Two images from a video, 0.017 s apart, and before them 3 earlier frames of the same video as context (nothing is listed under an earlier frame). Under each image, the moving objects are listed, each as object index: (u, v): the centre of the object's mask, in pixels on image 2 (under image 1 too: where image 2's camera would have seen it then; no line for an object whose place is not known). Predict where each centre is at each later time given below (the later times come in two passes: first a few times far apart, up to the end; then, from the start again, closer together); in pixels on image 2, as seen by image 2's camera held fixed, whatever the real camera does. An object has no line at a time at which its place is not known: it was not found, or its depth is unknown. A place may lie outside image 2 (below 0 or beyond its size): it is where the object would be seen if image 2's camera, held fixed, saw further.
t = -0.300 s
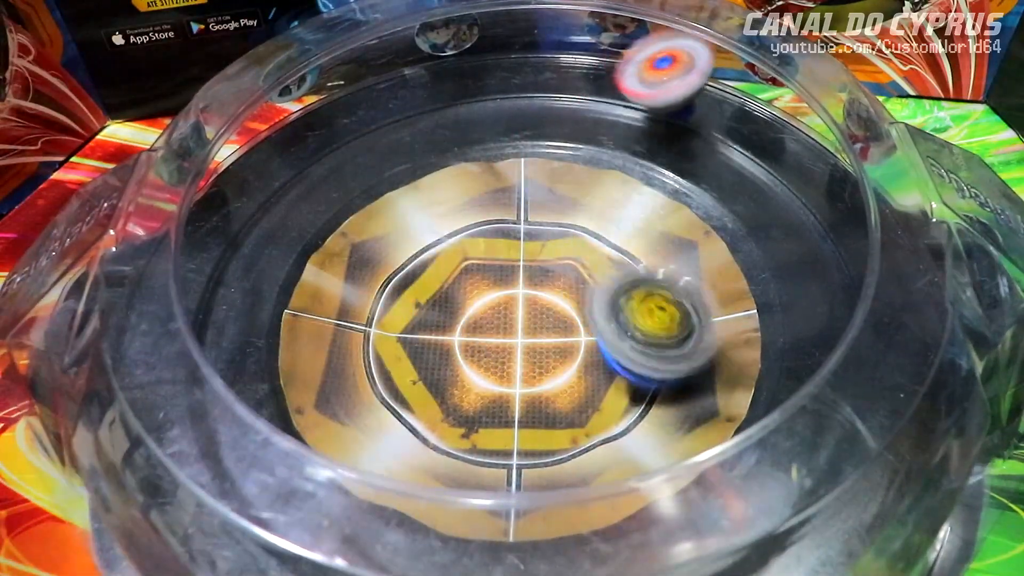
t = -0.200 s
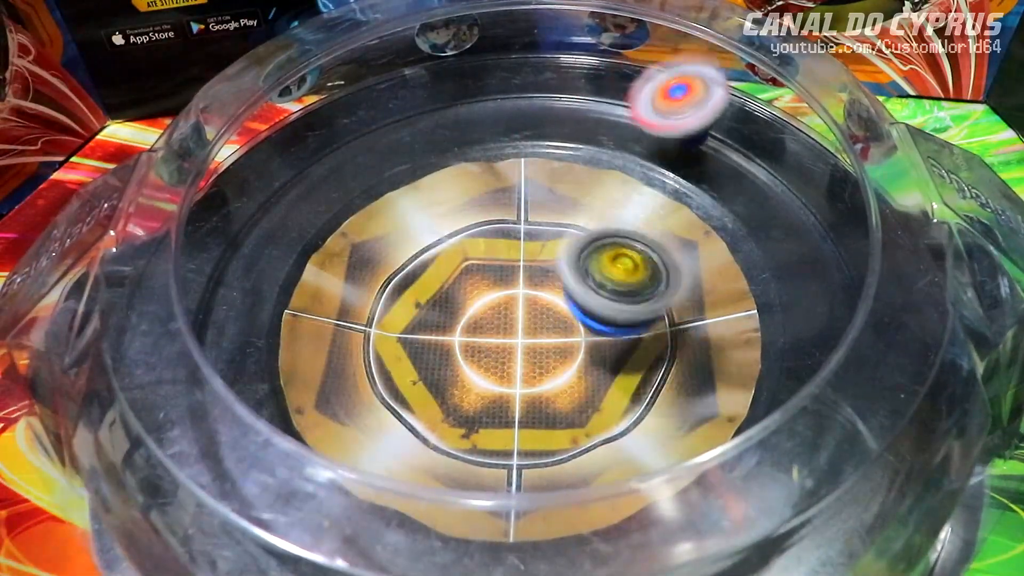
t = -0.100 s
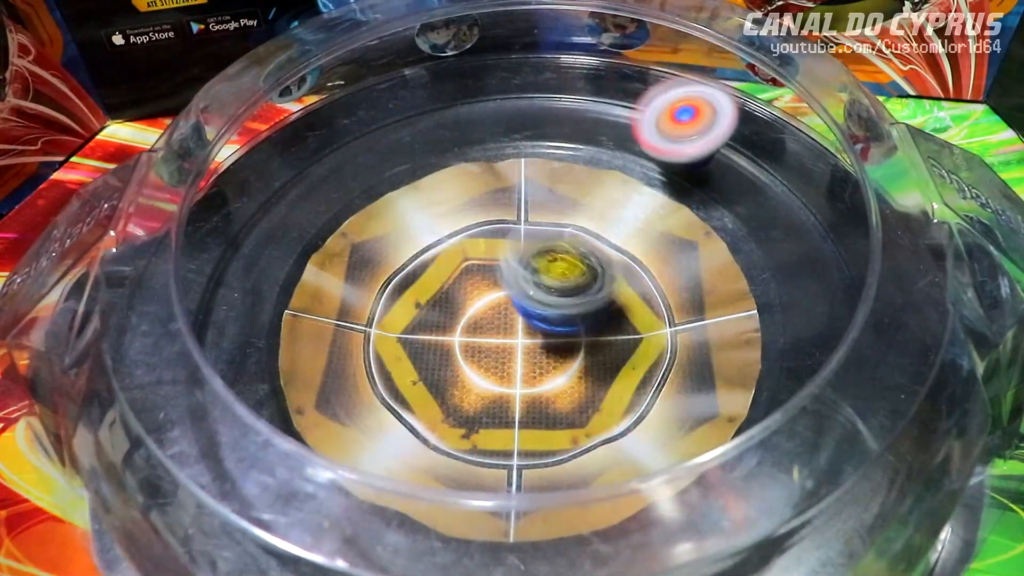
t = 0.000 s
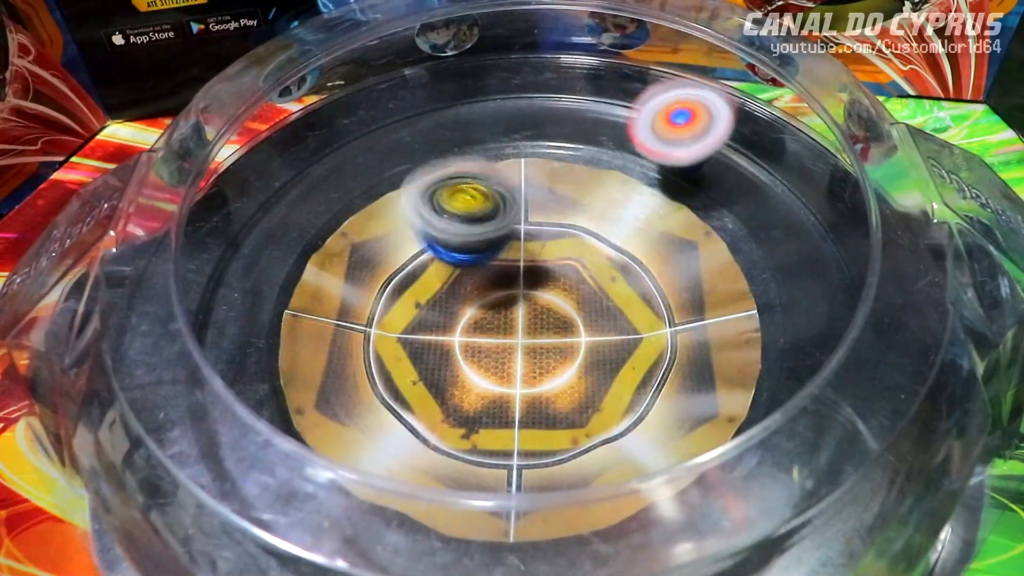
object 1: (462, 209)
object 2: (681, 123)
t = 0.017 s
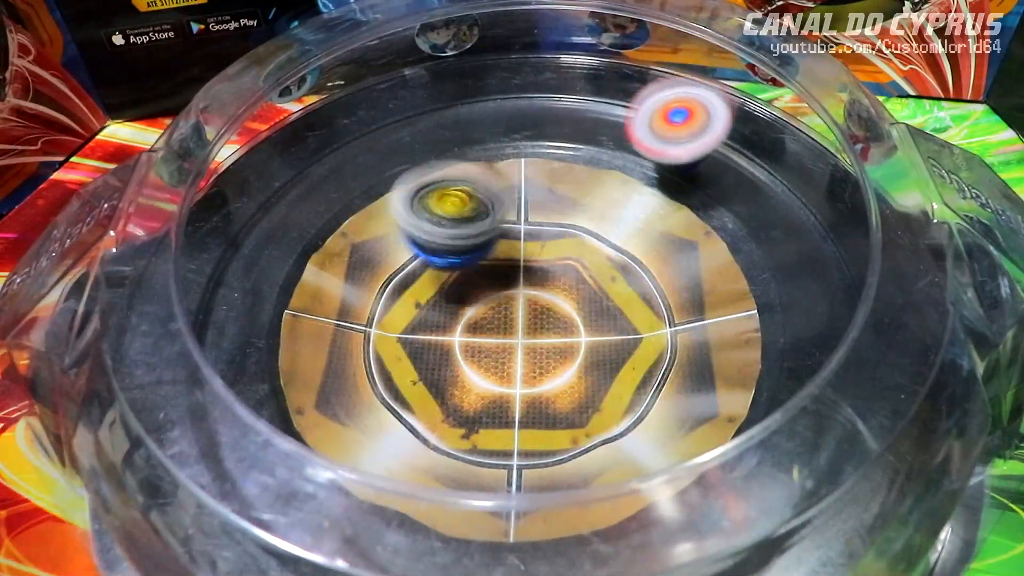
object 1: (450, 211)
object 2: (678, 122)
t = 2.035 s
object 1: (558, 276)
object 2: (271, 488)
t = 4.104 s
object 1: (435, 291)
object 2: (701, 138)
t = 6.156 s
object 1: (494, 380)
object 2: (574, 123)
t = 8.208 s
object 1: (503, 278)
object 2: (288, 487)
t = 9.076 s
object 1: (550, 262)
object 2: (362, 307)
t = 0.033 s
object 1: (435, 225)
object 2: (675, 120)
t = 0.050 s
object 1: (423, 235)
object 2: (671, 117)
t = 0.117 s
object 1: (404, 196)
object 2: (649, 100)
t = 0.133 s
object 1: (401, 196)
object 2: (642, 97)
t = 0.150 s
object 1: (398, 200)
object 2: (634, 93)
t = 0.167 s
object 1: (396, 208)
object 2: (627, 87)
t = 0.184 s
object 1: (395, 221)
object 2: (620, 81)
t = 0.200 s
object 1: (395, 240)
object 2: (611, 75)
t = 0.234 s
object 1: (403, 233)
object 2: (592, 62)
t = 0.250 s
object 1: (407, 230)
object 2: (581, 58)
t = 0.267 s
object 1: (415, 231)
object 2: (571, 58)
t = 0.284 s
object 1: (423, 238)
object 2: (561, 61)
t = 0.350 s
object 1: (467, 303)
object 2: (525, 66)
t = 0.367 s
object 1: (479, 311)
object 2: (517, 66)
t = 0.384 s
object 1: (491, 308)
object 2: (508, 65)
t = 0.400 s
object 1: (502, 310)
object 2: (499, 64)
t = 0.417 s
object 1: (513, 316)
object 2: (489, 63)
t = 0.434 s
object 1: (532, 328)
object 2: (480, 63)
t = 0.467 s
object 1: (551, 316)
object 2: (464, 68)
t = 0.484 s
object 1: (559, 314)
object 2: (457, 71)
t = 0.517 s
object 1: (582, 324)
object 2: (442, 74)
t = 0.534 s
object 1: (591, 330)
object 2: (433, 75)
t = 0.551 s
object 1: (595, 319)
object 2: (424, 76)
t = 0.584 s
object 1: (603, 310)
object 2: (407, 78)
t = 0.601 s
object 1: (606, 312)
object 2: (401, 82)
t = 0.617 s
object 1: (609, 317)
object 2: (396, 85)
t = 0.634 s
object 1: (612, 323)
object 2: (391, 88)
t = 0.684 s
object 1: (599, 294)
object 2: (371, 94)
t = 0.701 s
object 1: (594, 289)
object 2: (364, 95)
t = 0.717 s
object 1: (589, 289)
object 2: (358, 98)
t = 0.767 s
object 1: (570, 297)
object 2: (348, 107)
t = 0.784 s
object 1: (558, 286)
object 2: (344, 109)
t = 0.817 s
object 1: (532, 268)
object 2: (333, 114)
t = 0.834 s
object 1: (521, 266)
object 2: (325, 116)
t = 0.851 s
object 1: (510, 267)
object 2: (320, 119)
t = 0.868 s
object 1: (499, 272)
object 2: (316, 122)
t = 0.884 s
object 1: (489, 276)
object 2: (314, 125)
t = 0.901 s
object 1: (482, 273)
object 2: (313, 128)
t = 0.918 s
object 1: (475, 272)
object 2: (308, 130)
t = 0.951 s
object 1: (465, 260)
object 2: (299, 136)
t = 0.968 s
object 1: (462, 259)
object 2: (292, 139)
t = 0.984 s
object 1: (457, 261)
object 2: (286, 144)
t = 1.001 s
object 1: (454, 265)
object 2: (281, 147)
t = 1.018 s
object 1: (452, 257)
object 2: (280, 152)
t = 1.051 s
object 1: (457, 243)
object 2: (276, 160)
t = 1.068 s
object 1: (459, 242)
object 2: (272, 164)
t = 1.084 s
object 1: (462, 246)
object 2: (267, 167)
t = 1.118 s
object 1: (468, 266)
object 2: (253, 176)
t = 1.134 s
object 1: (471, 280)
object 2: (246, 182)
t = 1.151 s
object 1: (476, 287)
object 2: (243, 187)
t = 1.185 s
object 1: (494, 274)
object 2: (240, 196)
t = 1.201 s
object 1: (503, 273)
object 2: (238, 200)
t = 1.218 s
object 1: (511, 277)
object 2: (235, 205)
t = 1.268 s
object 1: (548, 314)
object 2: (219, 223)
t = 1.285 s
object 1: (560, 331)
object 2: (214, 228)
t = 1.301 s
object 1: (567, 333)
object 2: (214, 233)
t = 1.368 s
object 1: (592, 348)
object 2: (208, 252)
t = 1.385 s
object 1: (592, 338)
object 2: (202, 259)
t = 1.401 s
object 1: (592, 330)
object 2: (196, 266)
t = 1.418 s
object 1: (591, 327)
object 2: (192, 272)
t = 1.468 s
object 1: (592, 341)
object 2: (193, 287)
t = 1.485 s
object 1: (590, 346)
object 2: (194, 292)
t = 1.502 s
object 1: (583, 337)
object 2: (194, 297)
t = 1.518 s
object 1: (573, 326)
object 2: (193, 304)
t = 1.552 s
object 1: (558, 320)
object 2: (187, 319)
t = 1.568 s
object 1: (552, 321)
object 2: (184, 327)
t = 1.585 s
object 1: (546, 322)
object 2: (183, 334)
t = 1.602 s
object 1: (538, 314)
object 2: (185, 339)
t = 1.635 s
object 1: (521, 308)
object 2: (192, 347)
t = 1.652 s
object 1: (515, 303)
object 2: (193, 352)
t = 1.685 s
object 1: (505, 295)
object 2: (195, 367)
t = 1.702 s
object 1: (499, 287)
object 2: (194, 376)
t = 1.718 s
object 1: (496, 286)
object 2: (194, 384)
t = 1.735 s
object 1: (491, 279)
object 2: (194, 390)
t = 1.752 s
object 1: (490, 274)
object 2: (196, 395)
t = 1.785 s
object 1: (487, 270)
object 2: (206, 401)
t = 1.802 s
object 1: (488, 264)
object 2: (209, 405)
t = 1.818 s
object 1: (490, 260)
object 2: (213, 409)
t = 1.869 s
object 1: (497, 260)
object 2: (225, 429)
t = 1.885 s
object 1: (501, 260)
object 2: (229, 438)
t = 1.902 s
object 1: (506, 258)
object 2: (231, 448)
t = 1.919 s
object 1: (511, 256)
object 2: (233, 458)
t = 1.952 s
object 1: (524, 264)
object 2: (240, 474)
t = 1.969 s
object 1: (531, 267)
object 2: (245, 479)
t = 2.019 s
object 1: (553, 272)
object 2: (264, 484)
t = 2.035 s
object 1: (558, 276)
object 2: (271, 488)
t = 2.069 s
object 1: (567, 284)
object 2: (287, 497)
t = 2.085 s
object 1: (570, 286)
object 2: (295, 503)
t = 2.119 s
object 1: (576, 301)
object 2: (310, 514)
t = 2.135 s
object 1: (576, 306)
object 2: (321, 518)
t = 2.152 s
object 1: (574, 304)
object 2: (330, 522)
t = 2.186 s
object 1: (567, 310)
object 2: (350, 531)
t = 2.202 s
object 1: (565, 318)
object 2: (359, 535)
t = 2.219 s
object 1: (564, 327)
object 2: (370, 537)
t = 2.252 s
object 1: (557, 331)
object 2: (389, 541)
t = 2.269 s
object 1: (554, 335)
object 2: (397, 542)
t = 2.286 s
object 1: (547, 337)
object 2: (403, 542)
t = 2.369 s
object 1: (522, 338)
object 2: (444, 543)
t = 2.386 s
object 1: (516, 328)
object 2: (455, 543)
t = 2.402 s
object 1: (509, 320)
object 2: (467, 543)
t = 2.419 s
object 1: (505, 320)
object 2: (479, 543)
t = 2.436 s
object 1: (501, 318)
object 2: (491, 543)
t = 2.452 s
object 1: (499, 312)
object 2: (504, 543)
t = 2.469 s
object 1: (498, 308)
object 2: (516, 536)
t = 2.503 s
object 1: (496, 300)
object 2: (541, 535)
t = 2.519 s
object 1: (496, 296)
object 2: (554, 534)
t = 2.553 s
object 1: (499, 285)
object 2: (581, 531)
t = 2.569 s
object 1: (501, 279)
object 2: (592, 530)
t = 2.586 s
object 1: (503, 276)
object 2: (602, 529)
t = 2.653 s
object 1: (516, 268)
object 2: (656, 524)
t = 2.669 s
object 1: (520, 266)
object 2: (671, 522)
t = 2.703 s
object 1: (529, 267)
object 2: (699, 522)
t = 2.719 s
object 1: (534, 264)
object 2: (712, 520)
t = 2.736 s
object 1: (539, 263)
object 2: (724, 519)
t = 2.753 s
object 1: (543, 265)
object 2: (735, 517)
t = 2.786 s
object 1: (552, 277)
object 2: (748, 512)
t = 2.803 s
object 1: (556, 278)
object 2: (754, 510)
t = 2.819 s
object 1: (558, 282)
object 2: (755, 507)
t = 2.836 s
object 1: (562, 287)
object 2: (756, 502)
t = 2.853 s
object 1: (565, 297)
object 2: (757, 495)
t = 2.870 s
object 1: (569, 306)
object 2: (760, 487)
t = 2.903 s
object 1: (569, 313)
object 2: (765, 475)
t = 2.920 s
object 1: (569, 321)
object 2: (771, 469)
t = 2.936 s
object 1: (566, 323)
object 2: (774, 462)
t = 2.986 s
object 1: (558, 338)
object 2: (787, 443)
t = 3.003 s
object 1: (551, 341)
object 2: (791, 436)
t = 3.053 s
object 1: (530, 347)
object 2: (805, 412)
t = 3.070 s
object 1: (522, 344)
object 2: (808, 405)
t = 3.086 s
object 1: (517, 340)
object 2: (812, 397)
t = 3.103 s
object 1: (507, 340)
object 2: (815, 390)
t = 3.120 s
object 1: (500, 342)
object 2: (818, 382)
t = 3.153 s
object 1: (485, 328)
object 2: (821, 368)
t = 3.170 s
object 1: (480, 327)
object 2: (824, 361)
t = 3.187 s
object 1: (477, 317)
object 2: (827, 354)
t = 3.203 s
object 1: (472, 311)
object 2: (829, 347)
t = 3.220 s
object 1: (468, 304)
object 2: (830, 340)
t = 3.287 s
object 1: (470, 272)
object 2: (839, 314)
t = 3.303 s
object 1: (472, 265)
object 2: (840, 307)
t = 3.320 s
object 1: (474, 261)
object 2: (841, 301)
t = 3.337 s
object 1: (478, 261)
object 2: (843, 296)
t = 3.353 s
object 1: (480, 259)
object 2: (844, 291)
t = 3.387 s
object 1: (489, 244)
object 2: (846, 280)
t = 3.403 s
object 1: (495, 243)
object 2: (847, 275)
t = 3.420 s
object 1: (500, 245)
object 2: (848, 270)
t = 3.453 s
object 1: (508, 245)
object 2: (847, 260)
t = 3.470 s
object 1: (513, 245)
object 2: (848, 254)
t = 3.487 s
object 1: (517, 247)
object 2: (848, 249)
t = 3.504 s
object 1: (521, 253)
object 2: (847, 244)
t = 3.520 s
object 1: (527, 255)
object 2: (845, 239)
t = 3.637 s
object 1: (577, 290)
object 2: (833, 208)
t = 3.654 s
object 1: (582, 294)
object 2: (830, 205)
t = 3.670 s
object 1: (586, 301)
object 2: (828, 204)
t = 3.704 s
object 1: (590, 310)
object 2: (821, 199)
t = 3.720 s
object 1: (590, 319)
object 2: (815, 196)
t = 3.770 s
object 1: (582, 328)
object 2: (805, 187)
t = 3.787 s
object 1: (579, 338)
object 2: (802, 183)
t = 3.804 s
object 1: (573, 341)
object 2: (795, 179)
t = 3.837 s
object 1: (558, 349)
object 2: (786, 174)
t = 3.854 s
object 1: (546, 348)
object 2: (781, 170)
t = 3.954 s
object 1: (475, 342)
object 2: (749, 154)
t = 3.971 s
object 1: (471, 337)
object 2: (743, 152)
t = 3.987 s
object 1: (465, 327)
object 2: (737, 149)
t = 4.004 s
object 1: (458, 323)
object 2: (732, 147)
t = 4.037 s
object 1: (444, 314)
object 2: (722, 144)
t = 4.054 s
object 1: (441, 305)
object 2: (716, 142)
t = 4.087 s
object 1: (438, 296)
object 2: (706, 139)
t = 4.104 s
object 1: (435, 291)
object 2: (701, 138)
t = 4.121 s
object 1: (435, 282)
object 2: (696, 138)
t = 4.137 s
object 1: (438, 275)
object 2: (691, 139)
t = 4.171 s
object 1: (446, 269)
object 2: (682, 148)
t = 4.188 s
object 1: (453, 264)
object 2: (678, 153)
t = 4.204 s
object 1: (460, 257)
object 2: (673, 161)
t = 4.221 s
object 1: (469, 254)
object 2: (668, 171)
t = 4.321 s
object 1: (521, 247)
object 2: (641, 255)
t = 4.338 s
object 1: (518, 248)
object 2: (652, 270)
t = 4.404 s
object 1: (503, 253)
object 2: (691, 321)
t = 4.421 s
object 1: (500, 255)
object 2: (691, 337)
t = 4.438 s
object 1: (498, 258)
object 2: (691, 349)
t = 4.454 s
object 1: (496, 261)
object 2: (689, 363)
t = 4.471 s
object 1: (495, 263)
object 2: (680, 377)
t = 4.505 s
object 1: (492, 268)
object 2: (661, 400)
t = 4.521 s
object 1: (492, 270)
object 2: (646, 409)
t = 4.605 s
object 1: (487, 280)
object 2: (549, 436)
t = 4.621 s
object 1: (485, 284)
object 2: (526, 437)
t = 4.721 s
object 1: (479, 292)
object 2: (421, 385)
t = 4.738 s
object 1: (478, 291)
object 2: (409, 373)
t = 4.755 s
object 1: (480, 289)
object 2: (401, 364)
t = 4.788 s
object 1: (487, 281)
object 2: (374, 354)
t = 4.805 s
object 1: (488, 273)
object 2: (363, 348)
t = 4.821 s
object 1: (490, 268)
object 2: (351, 343)
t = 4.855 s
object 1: (499, 260)
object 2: (329, 328)
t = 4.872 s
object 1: (503, 257)
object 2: (320, 321)
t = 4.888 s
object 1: (508, 255)
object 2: (314, 312)
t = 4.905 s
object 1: (513, 255)
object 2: (307, 302)
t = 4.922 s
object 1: (519, 255)
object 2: (308, 293)
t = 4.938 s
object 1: (525, 256)
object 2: (308, 285)
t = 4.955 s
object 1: (531, 260)
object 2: (312, 276)
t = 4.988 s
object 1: (543, 270)
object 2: (325, 260)
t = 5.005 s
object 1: (548, 275)
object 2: (335, 254)
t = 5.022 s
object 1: (551, 281)
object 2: (346, 248)
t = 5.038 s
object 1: (556, 290)
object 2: (362, 241)
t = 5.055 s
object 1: (559, 300)
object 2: (376, 239)
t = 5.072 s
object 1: (560, 306)
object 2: (393, 236)
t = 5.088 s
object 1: (560, 313)
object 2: (411, 234)
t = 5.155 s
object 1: (560, 333)
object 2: (490, 235)
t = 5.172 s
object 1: (556, 336)
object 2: (510, 236)
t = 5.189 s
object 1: (551, 338)
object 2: (529, 239)
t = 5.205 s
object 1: (547, 343)
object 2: (547, 244)
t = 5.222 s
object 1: (543, 349)
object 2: (564, 248)
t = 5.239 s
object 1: (535, 351)
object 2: (580, 256)
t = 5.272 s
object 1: (519, 353)
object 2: (614, 276)
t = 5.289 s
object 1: (507, 362)
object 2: (627, 282)
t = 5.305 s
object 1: (497, 366)
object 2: (640, 290)
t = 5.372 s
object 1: (457, 358)
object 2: (679, 330)
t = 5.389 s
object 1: (449, 354)
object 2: (686, 341)
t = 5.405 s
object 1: (438, 348)
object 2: (693, 353)
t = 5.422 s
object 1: (430, 340)
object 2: (698, 364)
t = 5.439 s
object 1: (425, 333)
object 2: (702, 377)
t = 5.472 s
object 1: (418, 317)
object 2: (702, 395)
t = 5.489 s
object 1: (417, 309)
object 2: (697, 405)
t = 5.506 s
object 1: (419, 300)
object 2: (688, 414)
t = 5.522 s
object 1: (423, 293)
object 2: (685, 429)
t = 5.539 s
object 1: (427, 286)
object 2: (671, 441)
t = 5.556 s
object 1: (434, 280)
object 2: (660, 448)
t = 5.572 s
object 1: (441, 273)
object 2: (644, 453)
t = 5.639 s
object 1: (481, 257)
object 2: (573, 458)
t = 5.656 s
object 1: (493, 253)
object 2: (553, 448)
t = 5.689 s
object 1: (515, 251)
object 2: (519, 440)
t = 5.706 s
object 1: (526, 252)
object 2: (502, 434)
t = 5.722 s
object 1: (538, 253)
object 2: (489, 422)
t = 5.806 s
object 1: (588, 273)
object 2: (439, 356)
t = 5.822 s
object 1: (596, 279)
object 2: (435, 342)
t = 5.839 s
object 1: (603, 287)
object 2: (432, 327)
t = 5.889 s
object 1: (616, 310)
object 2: (435, 286)
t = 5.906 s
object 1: (619, 318)
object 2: (437, 270)
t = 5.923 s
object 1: (620, 327)
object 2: (440, 257)
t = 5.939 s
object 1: (618, 335)
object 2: (447, 243)
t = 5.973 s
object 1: (611, 353)
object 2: (462, 214)
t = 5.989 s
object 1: (606, 359)
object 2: (468, 202)
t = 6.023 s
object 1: (590, 371)
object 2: (486, 180)
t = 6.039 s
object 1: (582, 376)
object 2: (495, 170)
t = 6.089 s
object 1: (547, 387)
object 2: (526, 145)
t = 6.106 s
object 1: (532, 390)
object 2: (537, 139)
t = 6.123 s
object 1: (518, 390)
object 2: (549, 132)
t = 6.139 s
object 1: (506, 387)
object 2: (561, 127)
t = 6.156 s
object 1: (494, 380)
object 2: (574, 123)
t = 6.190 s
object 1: (475, 369)
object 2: (600, 119)
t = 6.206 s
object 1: (467, 362)
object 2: (612, 120)
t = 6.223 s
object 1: (460, 355)
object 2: (624, 123)
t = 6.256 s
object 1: (451, 340)
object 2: (648, 134)
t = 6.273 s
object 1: (448, 332)
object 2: (657, 142)
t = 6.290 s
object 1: (444, 321)
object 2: (665, 153)
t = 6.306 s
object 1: (444, 313)
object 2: (672, 164)
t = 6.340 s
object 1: (450, 295)
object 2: (680, 189)
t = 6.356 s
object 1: (453, 288)
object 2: (682, 202)
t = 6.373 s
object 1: (457, 280)
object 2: (680, 217)
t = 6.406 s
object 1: (469, 265)
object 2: (673, 250)
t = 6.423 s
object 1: (475, 258)
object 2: (668, 268)
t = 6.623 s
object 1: (594, 231)
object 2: (494, 388)
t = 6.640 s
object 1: (603, 234)
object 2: (474, 390)
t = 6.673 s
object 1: (619, 243)
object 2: (439, 390)
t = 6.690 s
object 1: (626, 249)
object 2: (419, 388)
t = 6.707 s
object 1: (631, 257)
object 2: (397, 385)
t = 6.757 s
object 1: (642, 282)
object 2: (347, 371)
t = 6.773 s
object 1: (641, 287)
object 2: (331, 365)
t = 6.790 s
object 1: (640, 296)
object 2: (318, 357)
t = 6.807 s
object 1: (636, 307)
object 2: (306, 349)
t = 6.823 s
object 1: (630, 316)
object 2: (295, 339)
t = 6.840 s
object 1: (622, 326)
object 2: (288, 330)
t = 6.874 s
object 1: (605, 340)
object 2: (279, 308)
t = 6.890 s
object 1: (594, 347)
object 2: (276, 296)
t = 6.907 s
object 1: (582, 351)
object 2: (279, 285)
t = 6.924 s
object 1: (571, 356)
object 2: (281, 273)
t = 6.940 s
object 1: (562, 358)
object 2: (288, 263)
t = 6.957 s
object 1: (548, 359)
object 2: (295, 253)
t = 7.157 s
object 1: (429, 306)
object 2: (479, 215)
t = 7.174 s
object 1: (424, 299)
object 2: (497, 217)
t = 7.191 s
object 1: (420, 290)
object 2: (512, 220)
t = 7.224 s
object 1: (421, 276)
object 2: (545, 226)
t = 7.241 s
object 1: (422, 268)
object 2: (560, 228)
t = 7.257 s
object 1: (425, 260)
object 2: (575, 231)
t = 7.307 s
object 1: (439, 238)
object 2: (621, 246)
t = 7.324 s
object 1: (448, 232)
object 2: (636, 252)
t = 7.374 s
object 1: (474, 221)
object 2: (678, 271)
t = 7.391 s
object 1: (485, 216)
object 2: (690, 277)
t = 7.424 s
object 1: (504, 216)
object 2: (710, 292)
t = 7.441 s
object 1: (514, 217)
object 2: (718, 301)
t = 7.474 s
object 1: (533, 221)
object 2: (732, 319)
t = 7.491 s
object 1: (542, 224)
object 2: (738, 329)
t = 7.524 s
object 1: (561, 234)
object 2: (742, 352)
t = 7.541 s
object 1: (570, 241)
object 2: (739, 363)
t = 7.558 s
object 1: (579, 248)
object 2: (736, 373)
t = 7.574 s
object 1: (585, 252)
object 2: (728, 384)
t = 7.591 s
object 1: (590, 260)
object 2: (719, 393)
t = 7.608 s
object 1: (594, 268)
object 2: (706, 401)
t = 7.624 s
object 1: (598, 277)
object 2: (693, 408)
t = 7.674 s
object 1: (603, 303)
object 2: (638, 424)
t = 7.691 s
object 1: (602, 309)
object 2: (619, 425)
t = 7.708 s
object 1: (599, 316)
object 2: (600, 427)
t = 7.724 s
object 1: (595, 323)
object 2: (581, 425)
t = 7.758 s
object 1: (584, 331)
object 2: (549, 433)
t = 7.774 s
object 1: (579, 334)
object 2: (528, 443)
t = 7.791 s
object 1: (570, 335)
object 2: (508, 447)
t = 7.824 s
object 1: (553, 330)
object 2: (470, 453)
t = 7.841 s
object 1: (546, 328)
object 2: (449, 467)
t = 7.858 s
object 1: (538, 326)
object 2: (433, 472)
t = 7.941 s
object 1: (499, 311)
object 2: (351, 485)
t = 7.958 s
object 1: (498, 307)
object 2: (341, 487)
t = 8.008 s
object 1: (489, 302)
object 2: (310, 510)
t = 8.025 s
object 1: (489, 301)
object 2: (301, 518)
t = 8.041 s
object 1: (485, 299)
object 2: (293, 520)
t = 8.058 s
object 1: (484, 295)
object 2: (291, 521)
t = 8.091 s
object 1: (484, 293)
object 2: (295, 515)
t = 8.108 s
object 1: (485, 288)
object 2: (293, 506)
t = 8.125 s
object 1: (489, 285)
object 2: (297, 502)
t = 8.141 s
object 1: (489, 285)
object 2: (293, 495)
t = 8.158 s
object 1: (492, 282)
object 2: (295, 493)
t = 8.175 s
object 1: (498, 281)
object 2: (291, 488)
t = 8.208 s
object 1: (503, 278)
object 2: (288, 487)
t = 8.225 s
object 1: (508, 278)
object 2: (289, 488)
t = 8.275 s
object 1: (520, 276)
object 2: (294, 493)
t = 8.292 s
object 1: (525, 275)
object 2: (295, 497)
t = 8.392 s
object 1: (543, 274)
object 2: (312, 503)
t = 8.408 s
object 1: (544, 274)
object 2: (318, 505)
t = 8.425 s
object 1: (545, 275)
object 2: (321, 506)
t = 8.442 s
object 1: (545, 275)
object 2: (324, 505)
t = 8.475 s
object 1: (542, 277)
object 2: (331, 505)
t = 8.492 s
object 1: (540, 278)
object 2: (339, 501)
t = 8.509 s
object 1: (537, 284)
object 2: (342, 500)
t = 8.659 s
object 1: (518, 314)
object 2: (387, 480)
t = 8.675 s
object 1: (517, 318)
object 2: (392, 473)
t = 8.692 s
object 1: (518, 322)
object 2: (395, 469)
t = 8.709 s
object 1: (517, 323)
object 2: (402, 460)
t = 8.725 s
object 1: (518, 323)
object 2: (400, 450)
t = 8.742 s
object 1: (520, 323)
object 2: (406, 437)
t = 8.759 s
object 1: (520, 325)
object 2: (403, 430)
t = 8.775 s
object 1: (523, 327)
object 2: (405, 422)
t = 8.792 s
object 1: (526, 327)
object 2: (408, 412)
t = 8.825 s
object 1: (526, 328)
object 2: (410, 394)
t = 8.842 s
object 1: (525, 326)
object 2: (415, 384)
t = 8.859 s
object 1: (521, 324)
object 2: (415, 378)
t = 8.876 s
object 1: (530, 315)
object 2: (415, 377)
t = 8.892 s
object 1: (535, 310)
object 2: (398, 370)
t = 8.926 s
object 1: (544, 297)
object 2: (381, 364)
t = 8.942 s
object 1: (547, 291)
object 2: (375, 360)
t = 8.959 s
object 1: (552, 285)
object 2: (368, 355)
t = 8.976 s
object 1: (552, 279)
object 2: (361, 347)
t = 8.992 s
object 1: (553, 274)
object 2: (357, 343)
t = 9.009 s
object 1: (553, 269)
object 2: (354, 334)
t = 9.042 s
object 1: (555, 264)
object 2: (354, 320)
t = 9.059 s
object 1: (552, 264)
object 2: (357, 313)
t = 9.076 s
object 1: (550, 262)
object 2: (362, 307)
